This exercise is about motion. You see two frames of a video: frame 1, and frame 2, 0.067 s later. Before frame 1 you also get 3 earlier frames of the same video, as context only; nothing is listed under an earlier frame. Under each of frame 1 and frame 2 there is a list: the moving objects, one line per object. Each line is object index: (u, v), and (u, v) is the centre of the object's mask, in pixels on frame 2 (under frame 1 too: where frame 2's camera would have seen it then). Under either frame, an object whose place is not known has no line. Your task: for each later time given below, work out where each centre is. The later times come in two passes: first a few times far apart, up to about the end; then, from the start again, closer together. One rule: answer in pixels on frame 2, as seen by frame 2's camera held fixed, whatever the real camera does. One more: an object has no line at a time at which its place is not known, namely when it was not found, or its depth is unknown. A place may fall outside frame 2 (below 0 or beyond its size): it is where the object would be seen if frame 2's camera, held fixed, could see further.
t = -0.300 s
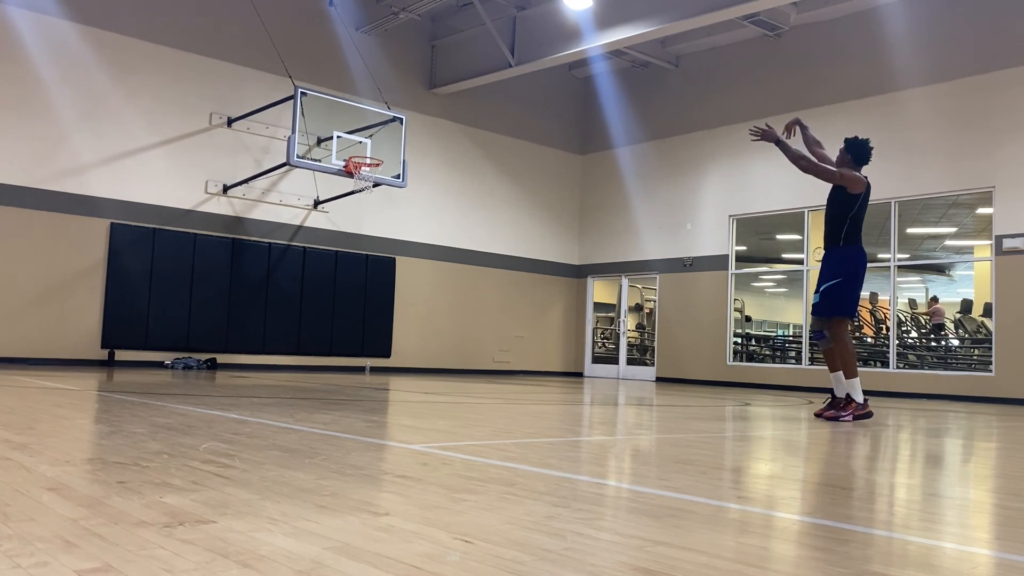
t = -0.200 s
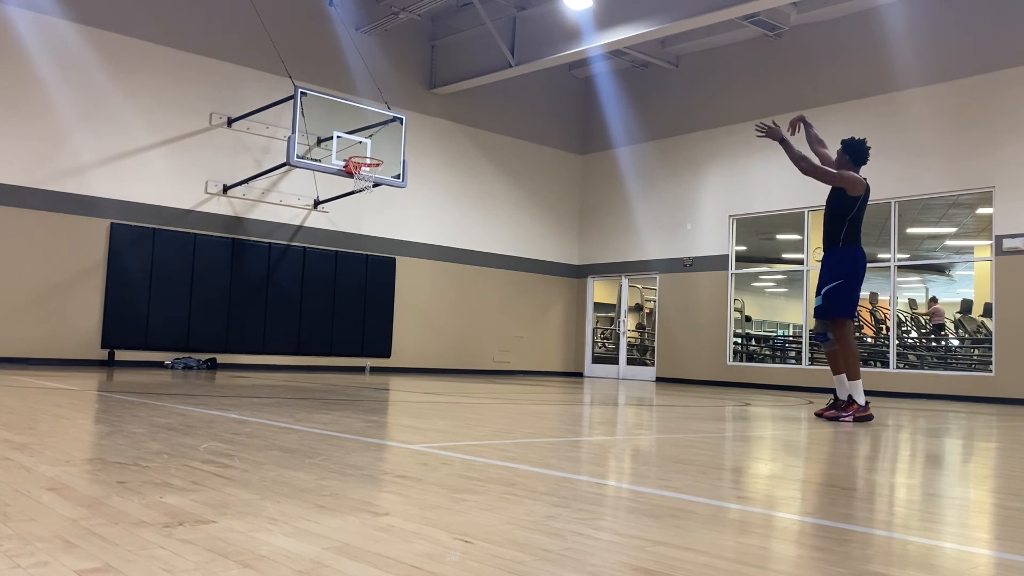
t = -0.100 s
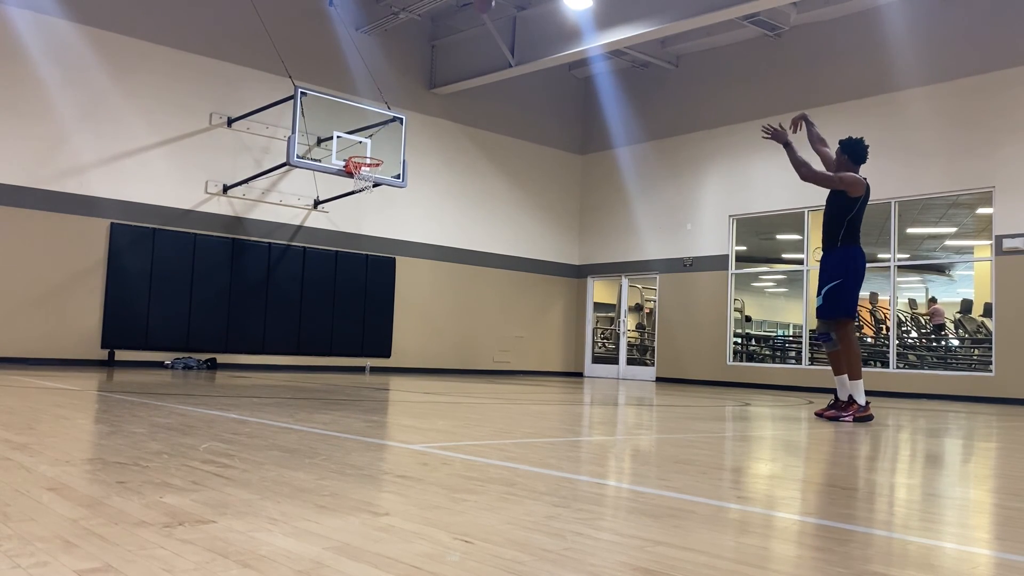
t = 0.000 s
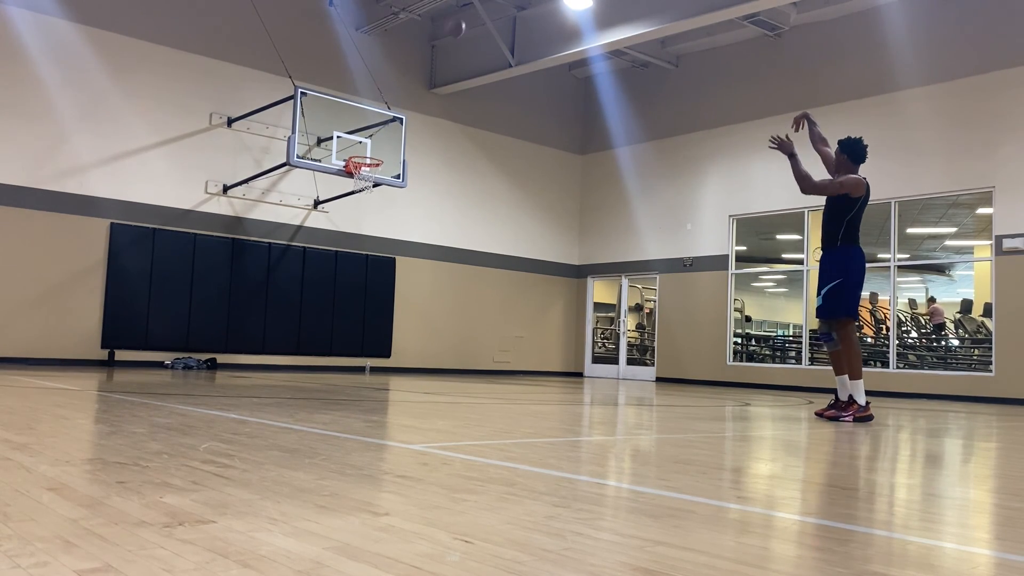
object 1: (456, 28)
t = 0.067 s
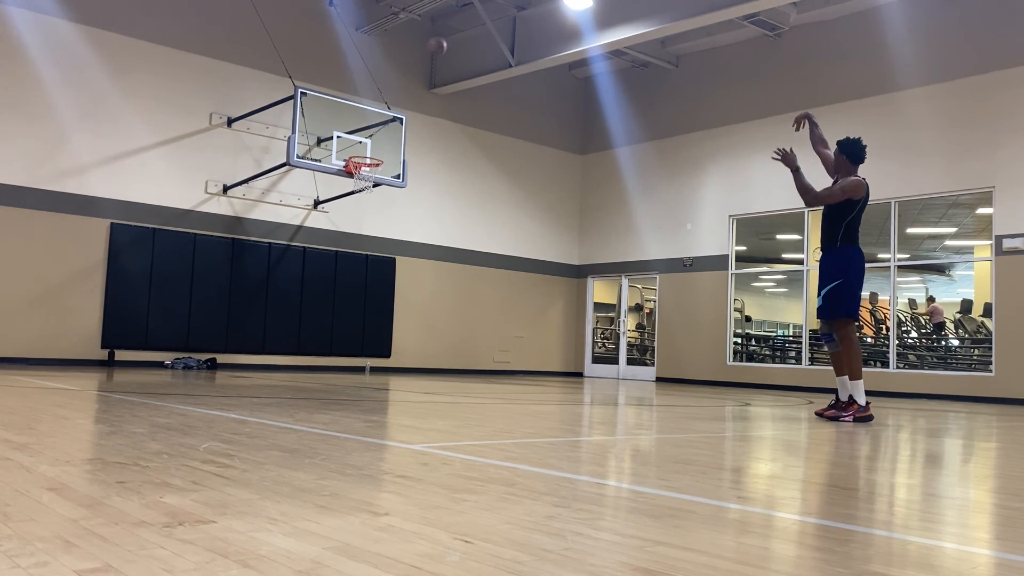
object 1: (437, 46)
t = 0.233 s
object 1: (395, 103)
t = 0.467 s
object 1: (352, 184)
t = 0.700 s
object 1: (344, 240)
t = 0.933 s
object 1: (335, 326)
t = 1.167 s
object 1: (343, 321)
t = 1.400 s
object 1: (362, 273)
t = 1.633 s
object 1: (378, 261)
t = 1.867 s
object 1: (393, 284)
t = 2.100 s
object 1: (406, 341)
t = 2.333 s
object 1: (423, 333)
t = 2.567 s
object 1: (442, 305)
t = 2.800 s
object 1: (459, 312)
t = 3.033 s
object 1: (473, 355)
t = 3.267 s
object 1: (490, 342)
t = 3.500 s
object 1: (506, 328)
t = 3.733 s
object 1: (521, 350)
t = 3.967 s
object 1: (536, 357)
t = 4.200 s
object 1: (551, 345)
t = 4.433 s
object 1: (565, 368)
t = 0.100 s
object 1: (428, 57)
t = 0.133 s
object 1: (420, 68)
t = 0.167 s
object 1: (411, 79)
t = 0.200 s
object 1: (403, 91)
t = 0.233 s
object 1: (395, 103)
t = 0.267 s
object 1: (386, 116)
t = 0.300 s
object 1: (378, 129)
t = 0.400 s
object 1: (360, 171)
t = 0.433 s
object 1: (353, 181)
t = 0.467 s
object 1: (352, 184)
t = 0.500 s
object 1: (351, 190)
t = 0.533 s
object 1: (350, 197)
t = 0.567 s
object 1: (349, 204)
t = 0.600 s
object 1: (348, 212)
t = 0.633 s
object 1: (347, 220)
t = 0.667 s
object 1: (346, 230)
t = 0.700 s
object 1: (344, 240)
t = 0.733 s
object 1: (343, 250)
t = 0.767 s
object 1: (342, 261)
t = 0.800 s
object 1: (341, 273)
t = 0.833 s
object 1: (340, 285)
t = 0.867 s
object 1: (338, 298)
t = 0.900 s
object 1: (337, 312)
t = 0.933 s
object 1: (335, 326)
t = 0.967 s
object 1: (334, 340)
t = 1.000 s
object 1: (332, 355)
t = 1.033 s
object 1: (331, 365)
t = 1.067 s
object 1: (334, 352)
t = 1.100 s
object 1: (337, 341)
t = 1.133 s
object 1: (340, 331)
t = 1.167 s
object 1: (343, 321)
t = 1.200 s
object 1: (346, 312)
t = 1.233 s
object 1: (349, 304)
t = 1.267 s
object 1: (351, 296)
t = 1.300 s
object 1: (354, 289)
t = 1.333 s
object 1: (357, 283)
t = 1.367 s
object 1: (359, 278)
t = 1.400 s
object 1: (362, 273)
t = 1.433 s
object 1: (364, 269)
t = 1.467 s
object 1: (367, 266)
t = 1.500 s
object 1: (369, 264)
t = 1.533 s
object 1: (372, 262)
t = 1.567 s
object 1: (374, 261)
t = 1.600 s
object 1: (376, 261)
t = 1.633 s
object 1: (378, 261)
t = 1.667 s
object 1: (380, 262)
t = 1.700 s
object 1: (383, 264)
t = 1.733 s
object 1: (385, 266)
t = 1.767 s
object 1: (387, 269)
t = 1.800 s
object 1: (389, 273)
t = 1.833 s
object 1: (391, 278)
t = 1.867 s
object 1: (393, 284)
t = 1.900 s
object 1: (396, 289)
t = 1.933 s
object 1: (398, 296)
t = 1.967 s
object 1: (399, 304)
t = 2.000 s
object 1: (401, 312)
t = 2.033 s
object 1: (403, 321)
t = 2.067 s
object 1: (404, 331)
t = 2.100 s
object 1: (406, 341)
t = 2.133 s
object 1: (408, 352)
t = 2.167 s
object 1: (409, 365)
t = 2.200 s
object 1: (411, 365)
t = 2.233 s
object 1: (414, 356)
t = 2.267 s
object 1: (417, 348)
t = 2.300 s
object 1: (420, 340)
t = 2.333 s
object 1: (423, 333)
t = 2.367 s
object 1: (426, 327)
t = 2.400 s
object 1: (428, 322)
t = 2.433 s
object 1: (431, 317)
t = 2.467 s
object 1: (434, 313)
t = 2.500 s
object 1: (437, 309)
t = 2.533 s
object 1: (439, 307)
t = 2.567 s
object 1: (442, 305)
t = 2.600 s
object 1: (444, 304)
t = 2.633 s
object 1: (447, 303)
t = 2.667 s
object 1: (449, 304)
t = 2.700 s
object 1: (451, 305)
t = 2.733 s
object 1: (454, 307)
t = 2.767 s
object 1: (456, 309)
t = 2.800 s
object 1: (459, 312)
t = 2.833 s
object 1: (461, 316)
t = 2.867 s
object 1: (463, 321)
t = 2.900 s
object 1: (465, 326)
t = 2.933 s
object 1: (467, 332)
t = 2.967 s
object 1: (469, 339)
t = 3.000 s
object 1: (471, 346)
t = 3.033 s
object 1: (473, 355)
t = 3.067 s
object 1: (475, 364)
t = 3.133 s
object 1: (480, 366)
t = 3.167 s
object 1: (482, 358)
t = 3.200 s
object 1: (485, 352)
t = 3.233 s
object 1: (487, 347)
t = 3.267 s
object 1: (490, 342)
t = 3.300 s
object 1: (492, 338)
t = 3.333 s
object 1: (495, 334)
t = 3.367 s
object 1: (497, 332)
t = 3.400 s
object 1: (499, 330)
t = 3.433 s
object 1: (501, 328)
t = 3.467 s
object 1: (504, 328)
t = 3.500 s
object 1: (506, 328)
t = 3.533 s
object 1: (508, 329)
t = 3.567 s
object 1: (510, 331)
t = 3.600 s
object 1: (512, 333)
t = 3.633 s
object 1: (515, 336)
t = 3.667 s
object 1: (517, 340)
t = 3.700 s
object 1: (519, 345)
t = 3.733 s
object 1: (521, 350)
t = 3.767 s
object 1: (522, 356)
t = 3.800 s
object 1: (524, 363)
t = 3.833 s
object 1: (527, 371)
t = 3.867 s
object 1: (528, 373)
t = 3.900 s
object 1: (531, 367)
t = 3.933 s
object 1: (533, 362)
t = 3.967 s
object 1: (536, 357)
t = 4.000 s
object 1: (538, 353)
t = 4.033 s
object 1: (540, 350)
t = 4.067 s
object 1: (542, 347)
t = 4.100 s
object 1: (545, 346)
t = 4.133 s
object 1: (547, 344)
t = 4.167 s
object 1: (549, 344)
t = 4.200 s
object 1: (551, 345)
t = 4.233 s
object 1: (553, 346)
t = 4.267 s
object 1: (555, 348)
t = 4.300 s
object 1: (557, 350)
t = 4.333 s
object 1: (559, 354)
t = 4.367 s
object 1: (561, 358)
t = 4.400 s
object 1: (563, 363)
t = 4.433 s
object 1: (565, 368)
